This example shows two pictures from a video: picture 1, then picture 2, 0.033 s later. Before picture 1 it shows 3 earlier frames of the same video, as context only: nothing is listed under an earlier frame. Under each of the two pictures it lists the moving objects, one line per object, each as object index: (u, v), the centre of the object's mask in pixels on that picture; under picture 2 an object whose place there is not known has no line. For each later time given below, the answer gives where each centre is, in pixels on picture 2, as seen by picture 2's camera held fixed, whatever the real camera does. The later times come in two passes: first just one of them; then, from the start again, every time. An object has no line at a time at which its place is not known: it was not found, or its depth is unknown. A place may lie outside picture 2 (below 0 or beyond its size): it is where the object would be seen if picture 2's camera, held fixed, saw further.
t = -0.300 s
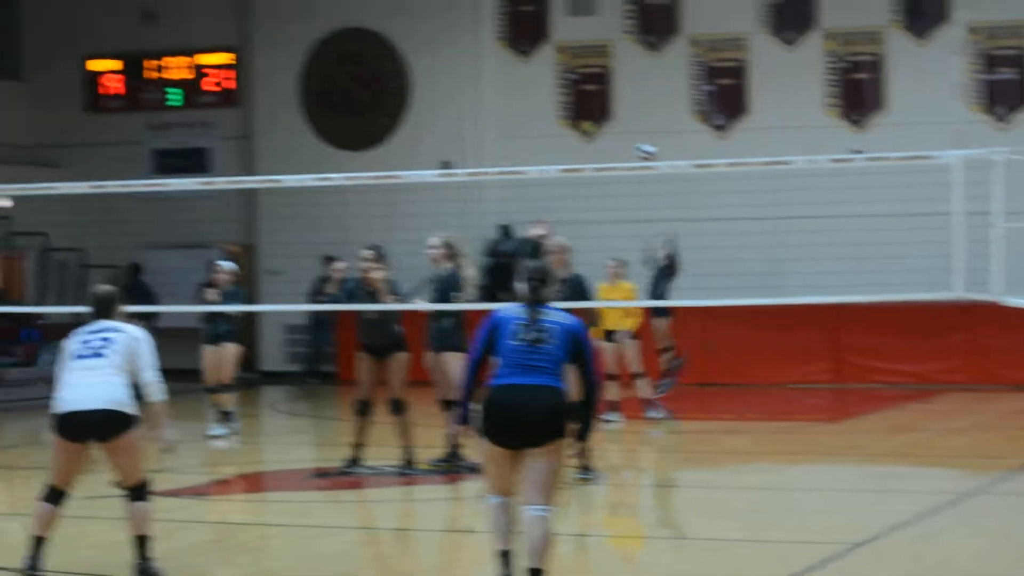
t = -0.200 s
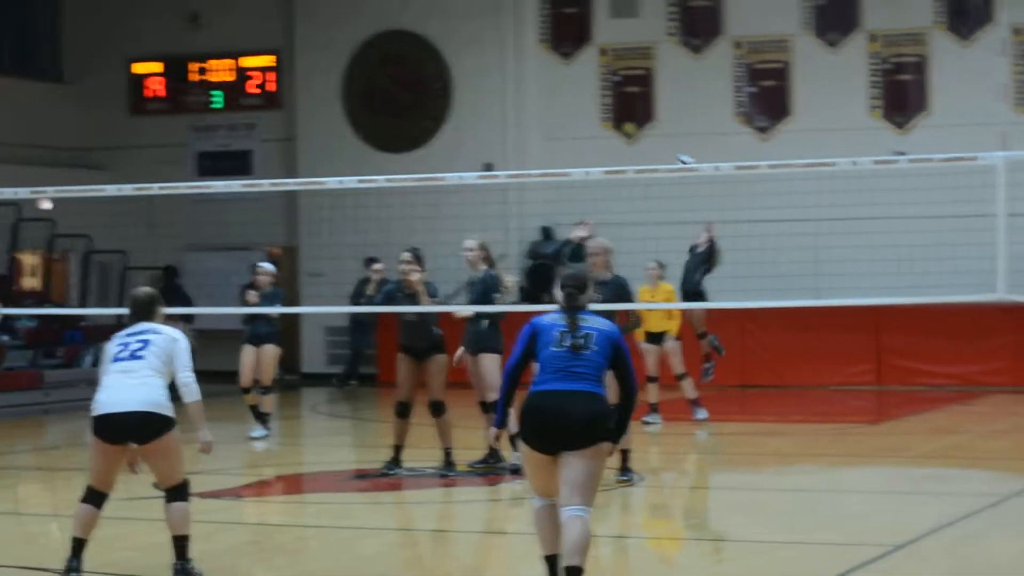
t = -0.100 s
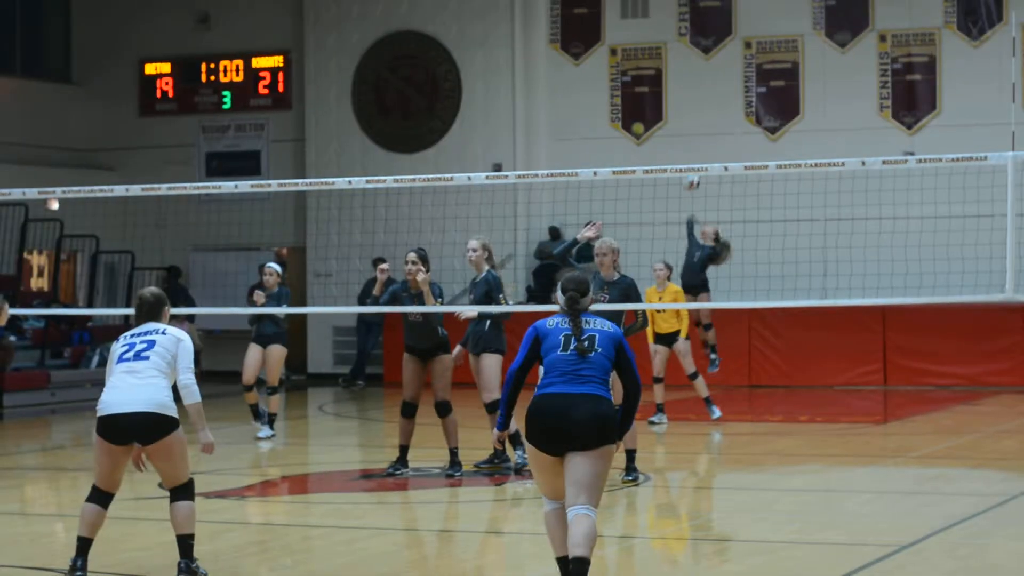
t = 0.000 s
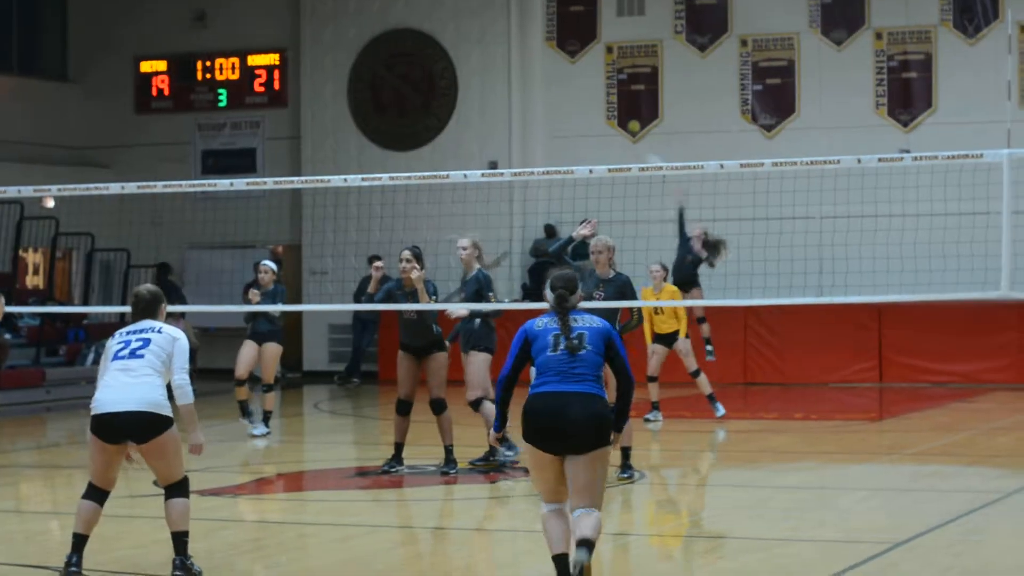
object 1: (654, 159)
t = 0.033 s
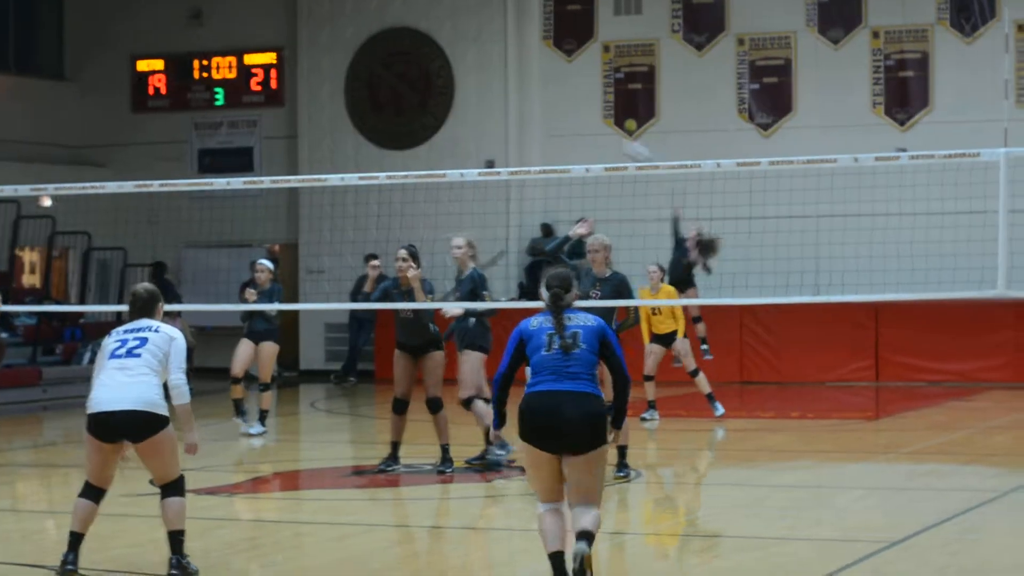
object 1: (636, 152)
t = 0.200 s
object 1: (547, 99)
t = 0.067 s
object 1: (621, 139)
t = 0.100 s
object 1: (605, 130)
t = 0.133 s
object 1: (584, 117)
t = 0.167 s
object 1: (565, 107)
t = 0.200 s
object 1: (547, 99)
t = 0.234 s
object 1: (530, 91)
